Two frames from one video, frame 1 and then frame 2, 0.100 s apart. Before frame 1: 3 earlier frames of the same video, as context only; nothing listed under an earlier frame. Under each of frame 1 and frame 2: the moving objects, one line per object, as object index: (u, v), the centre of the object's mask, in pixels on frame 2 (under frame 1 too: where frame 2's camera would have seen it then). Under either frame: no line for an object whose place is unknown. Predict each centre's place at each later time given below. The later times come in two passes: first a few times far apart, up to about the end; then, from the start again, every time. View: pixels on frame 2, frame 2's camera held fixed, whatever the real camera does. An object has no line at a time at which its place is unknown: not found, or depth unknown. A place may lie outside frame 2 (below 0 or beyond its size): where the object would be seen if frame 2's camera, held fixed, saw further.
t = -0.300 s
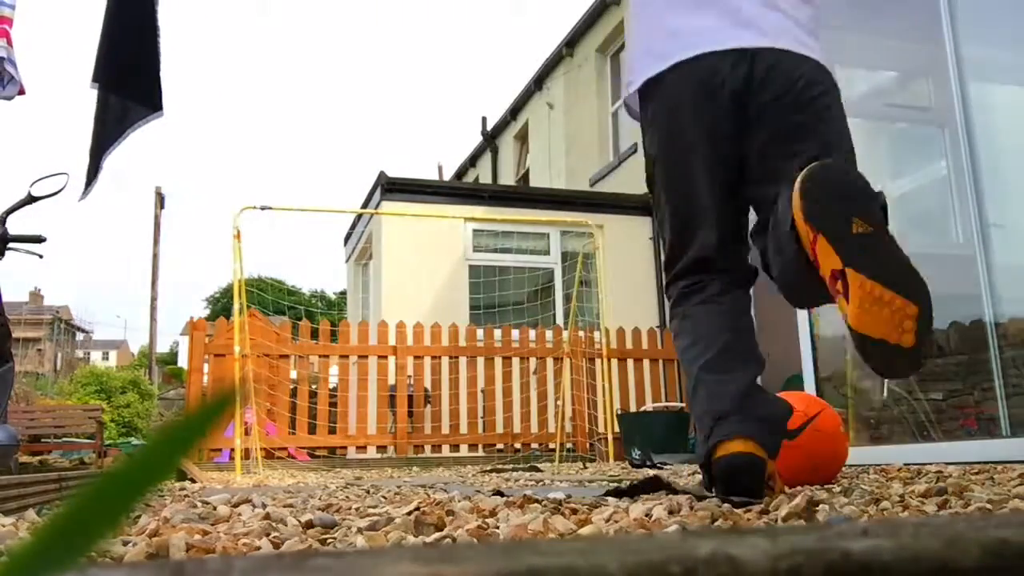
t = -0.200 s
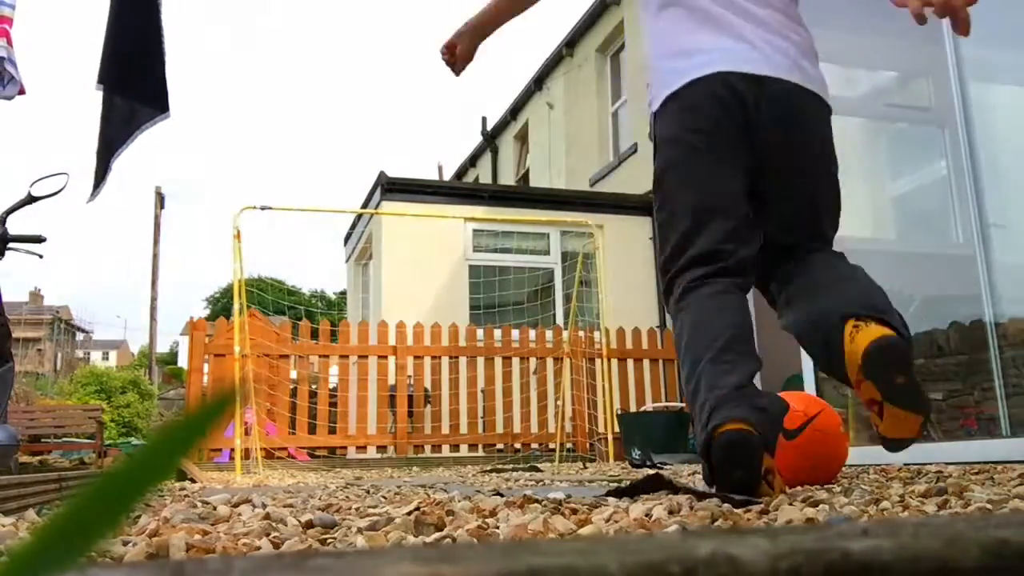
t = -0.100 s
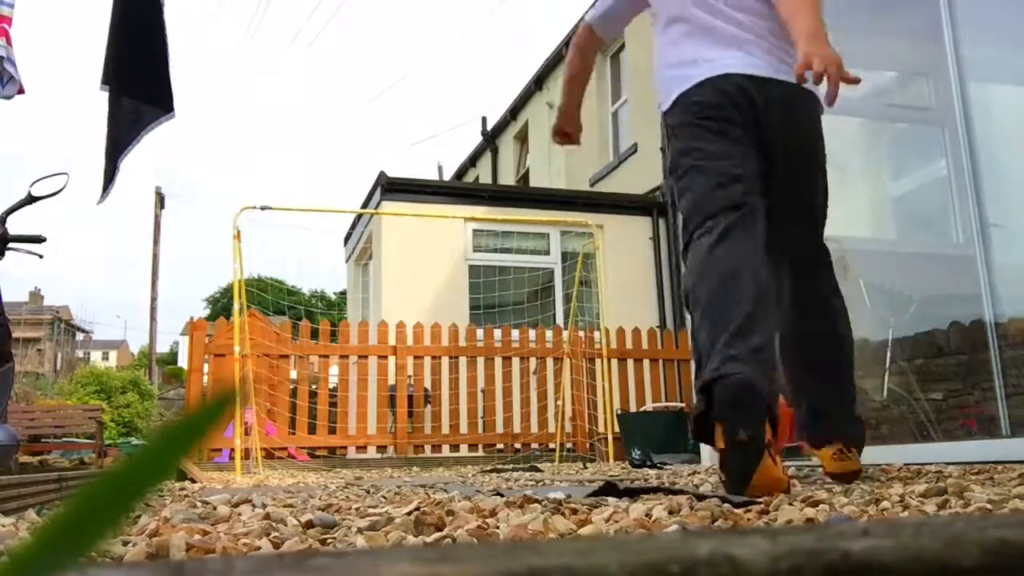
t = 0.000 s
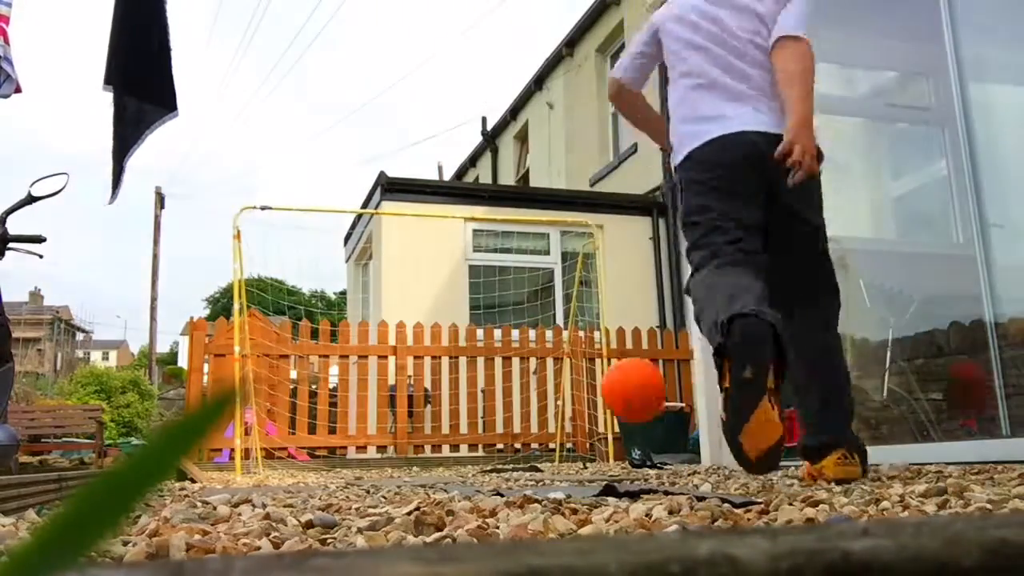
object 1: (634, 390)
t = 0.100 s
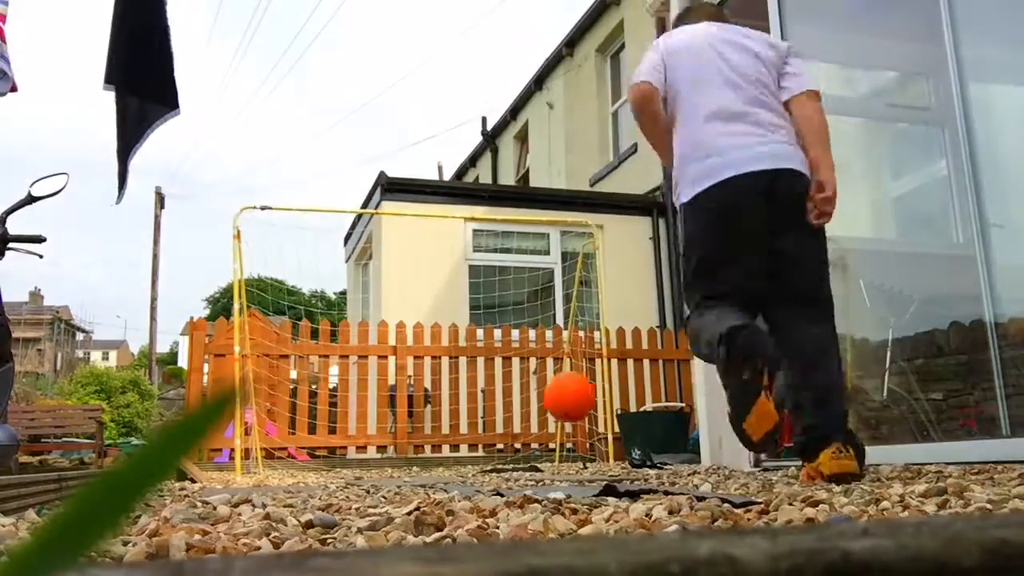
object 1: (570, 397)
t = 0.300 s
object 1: (496, 455)
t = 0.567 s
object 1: (501, 402)
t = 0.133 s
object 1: (554, 403)
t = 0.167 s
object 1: (540, 411)
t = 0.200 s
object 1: (527, 421)
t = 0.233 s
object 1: (517, 432)
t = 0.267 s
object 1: (506, 444)
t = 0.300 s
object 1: (496, 455)
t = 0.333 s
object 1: (493, 451)
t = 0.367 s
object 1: (489, 444)
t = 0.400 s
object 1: (487, 438)
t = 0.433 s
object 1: (484, 433)
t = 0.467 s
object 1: (483, 432)
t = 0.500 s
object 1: (488, 425)
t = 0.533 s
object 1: (495, 411)
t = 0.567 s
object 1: (501, 402)
